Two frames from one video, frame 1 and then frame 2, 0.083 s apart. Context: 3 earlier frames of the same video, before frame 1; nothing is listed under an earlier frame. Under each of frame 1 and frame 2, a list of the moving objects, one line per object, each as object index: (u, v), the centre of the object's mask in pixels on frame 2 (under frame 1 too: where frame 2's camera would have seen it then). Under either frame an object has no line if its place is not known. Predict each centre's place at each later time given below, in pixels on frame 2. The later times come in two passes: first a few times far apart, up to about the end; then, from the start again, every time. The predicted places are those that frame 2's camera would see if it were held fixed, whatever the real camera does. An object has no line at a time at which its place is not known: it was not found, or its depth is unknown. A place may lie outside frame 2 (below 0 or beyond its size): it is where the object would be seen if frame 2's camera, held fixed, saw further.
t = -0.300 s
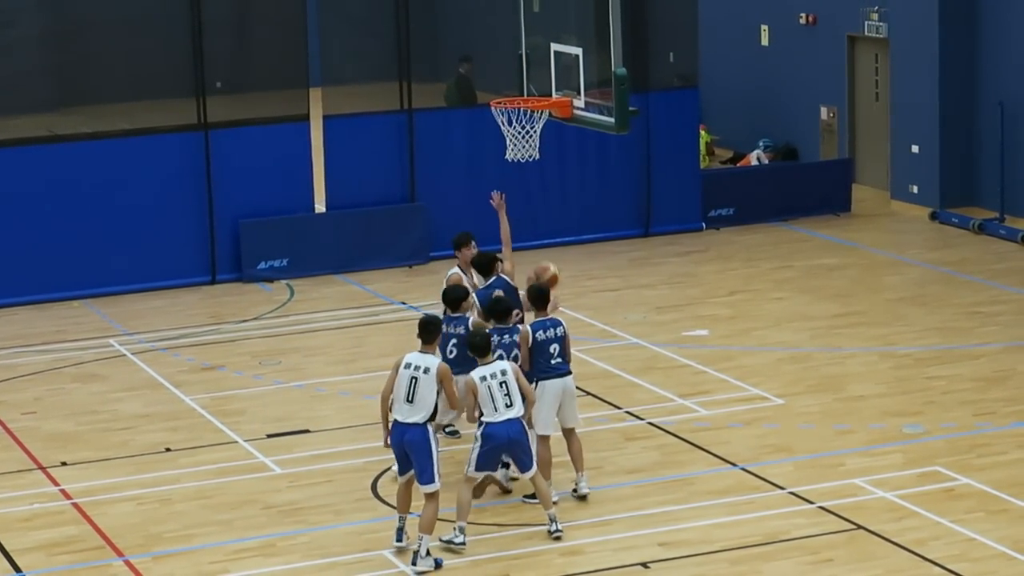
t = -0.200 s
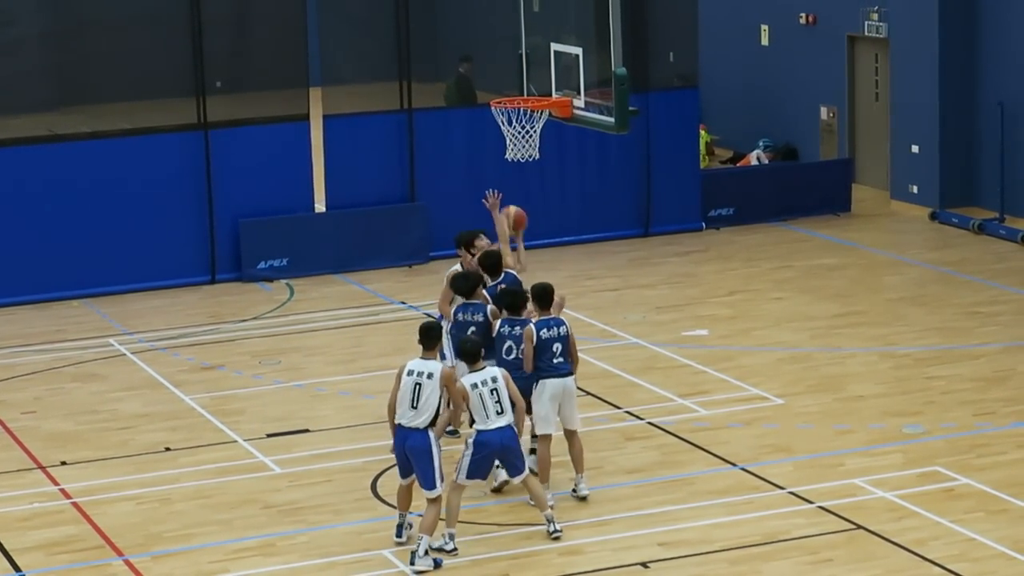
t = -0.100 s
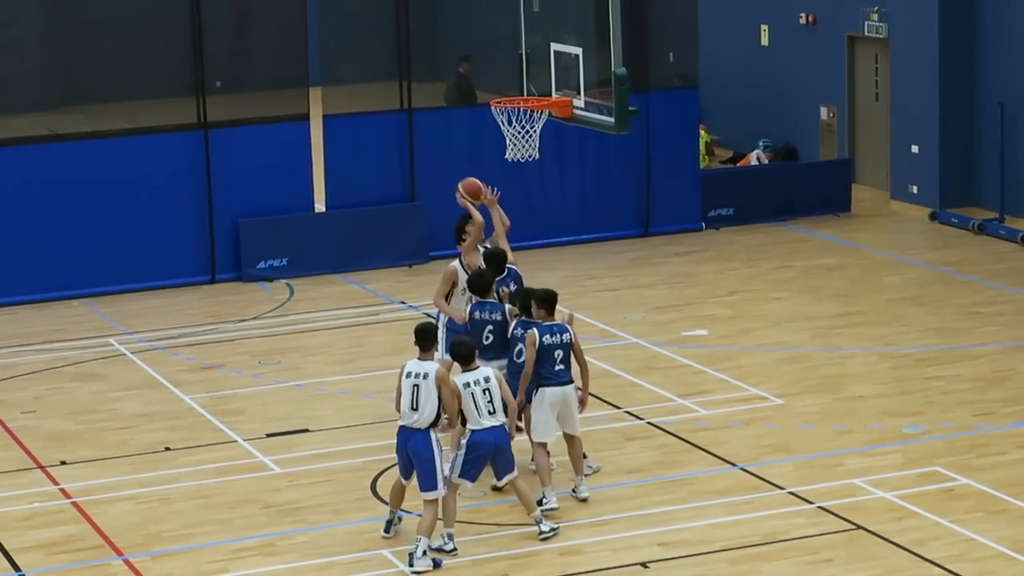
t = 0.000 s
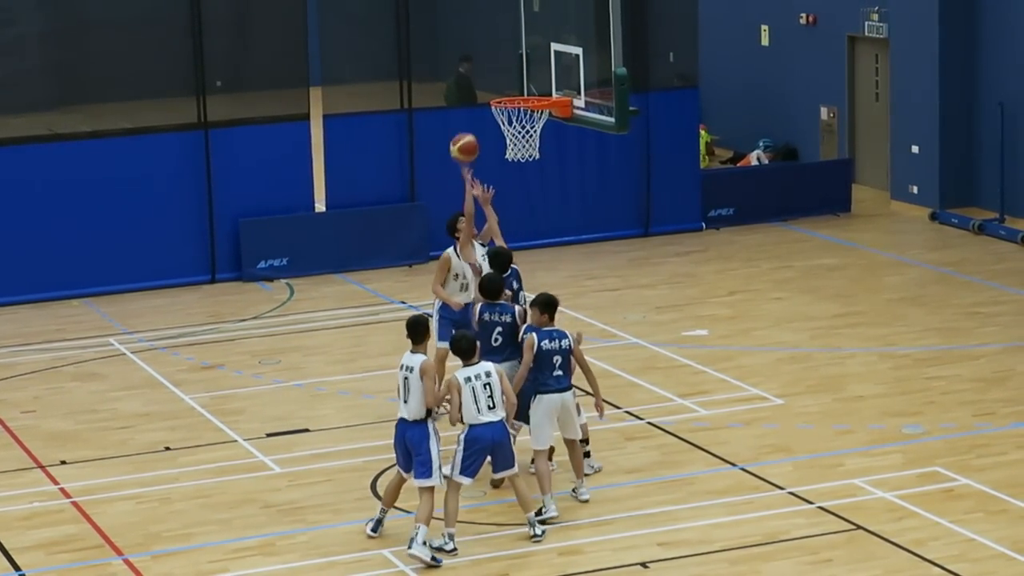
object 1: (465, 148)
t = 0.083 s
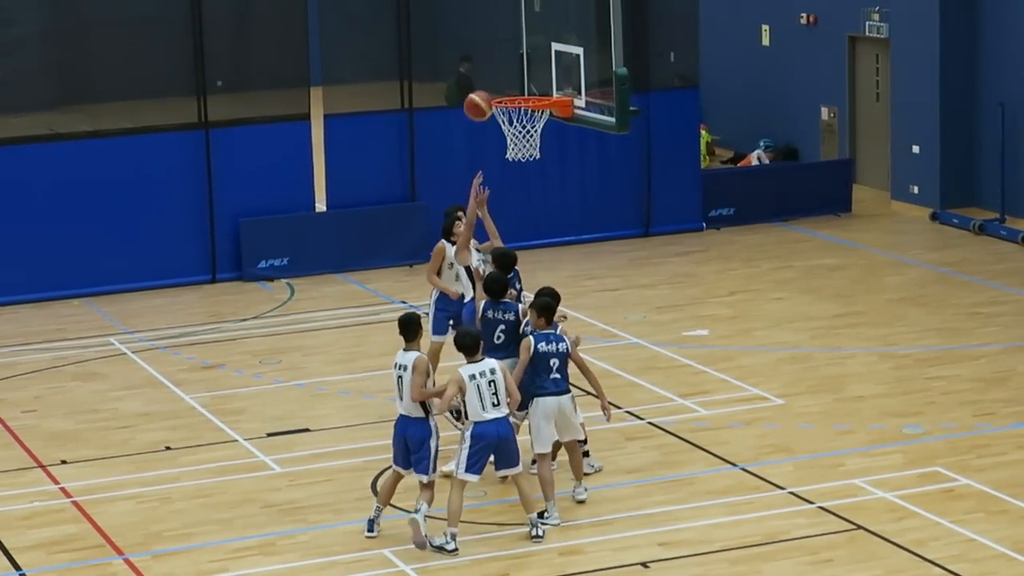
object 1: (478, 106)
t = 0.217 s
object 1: (501, 55)
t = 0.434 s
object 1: (535, 22)
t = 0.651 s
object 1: (536, 76)
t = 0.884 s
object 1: (479, 70)
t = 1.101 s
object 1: (418, 102)
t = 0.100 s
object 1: (480, 98)
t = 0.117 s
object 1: (484, 91)
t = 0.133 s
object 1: (487, 85)
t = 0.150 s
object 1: (489, 78)
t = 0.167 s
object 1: (492, 71)
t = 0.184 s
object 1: (495, 66)
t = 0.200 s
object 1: (498, 60)
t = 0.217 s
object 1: (501, 55)
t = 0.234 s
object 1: (504, 50)
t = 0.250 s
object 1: (507, 45)
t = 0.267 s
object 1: (510, 41)
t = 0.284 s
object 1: (513, 37)
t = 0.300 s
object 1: (516, 33)
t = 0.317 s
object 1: (519, 30)
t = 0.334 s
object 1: (522, 27)
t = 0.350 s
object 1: (526, 24)
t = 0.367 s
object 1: (528, 21)
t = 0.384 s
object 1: (532, 19)
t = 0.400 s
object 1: (534, 19)
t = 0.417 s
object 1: (534, 20)
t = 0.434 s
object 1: (535, 22)
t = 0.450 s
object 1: (534, 24)
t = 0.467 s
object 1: (534, 26)
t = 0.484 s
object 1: (534, 29)
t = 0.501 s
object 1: (535, 32)
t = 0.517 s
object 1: (535, 35)
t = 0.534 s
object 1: (535, 39)
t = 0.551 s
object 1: (535, 44)
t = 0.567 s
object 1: (535, 48)
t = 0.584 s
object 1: (535, 53)
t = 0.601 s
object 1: (535, 58)
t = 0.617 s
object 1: (536, 64)
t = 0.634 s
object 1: (536, 70)
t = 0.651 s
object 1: (536, 76)
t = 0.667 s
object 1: (537, 82)
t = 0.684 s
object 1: (537, 89)
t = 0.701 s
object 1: (534, 88)
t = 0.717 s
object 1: (528, 86)
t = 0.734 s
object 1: (523, 83)
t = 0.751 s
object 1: (518, 80)
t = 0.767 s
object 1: (513, 78)
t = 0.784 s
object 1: (508, 75)
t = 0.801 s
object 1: (503, 74)
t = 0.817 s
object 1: (499, 73)
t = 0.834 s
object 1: (494, 72)
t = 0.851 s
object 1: (489, 71)
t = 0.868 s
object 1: (484, 71)
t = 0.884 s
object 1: (479, 70)
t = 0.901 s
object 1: (474, 71)
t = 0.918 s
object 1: (470, 72)
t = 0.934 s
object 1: (465, 73)
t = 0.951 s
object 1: (460, 74)
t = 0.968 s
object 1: (455, 76)
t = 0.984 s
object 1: (450, 78)
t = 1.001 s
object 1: (446, 80)
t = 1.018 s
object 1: (441, 82)
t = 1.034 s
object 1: (436, 86)
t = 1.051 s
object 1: (432, 89)
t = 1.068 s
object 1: (426, 93)
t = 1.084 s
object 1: (423, 97)
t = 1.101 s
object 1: (418, 102)
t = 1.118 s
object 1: (413, 106)
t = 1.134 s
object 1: (408, 112)
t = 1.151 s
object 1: (404, 117)
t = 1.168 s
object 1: (399, 122)
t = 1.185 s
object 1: (395, 128)
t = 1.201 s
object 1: (391, 135)
